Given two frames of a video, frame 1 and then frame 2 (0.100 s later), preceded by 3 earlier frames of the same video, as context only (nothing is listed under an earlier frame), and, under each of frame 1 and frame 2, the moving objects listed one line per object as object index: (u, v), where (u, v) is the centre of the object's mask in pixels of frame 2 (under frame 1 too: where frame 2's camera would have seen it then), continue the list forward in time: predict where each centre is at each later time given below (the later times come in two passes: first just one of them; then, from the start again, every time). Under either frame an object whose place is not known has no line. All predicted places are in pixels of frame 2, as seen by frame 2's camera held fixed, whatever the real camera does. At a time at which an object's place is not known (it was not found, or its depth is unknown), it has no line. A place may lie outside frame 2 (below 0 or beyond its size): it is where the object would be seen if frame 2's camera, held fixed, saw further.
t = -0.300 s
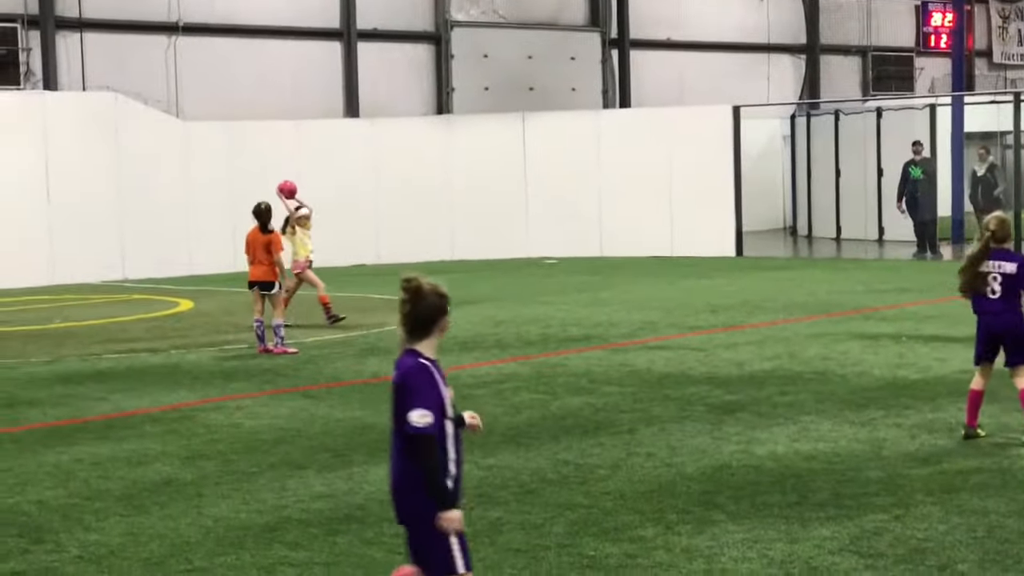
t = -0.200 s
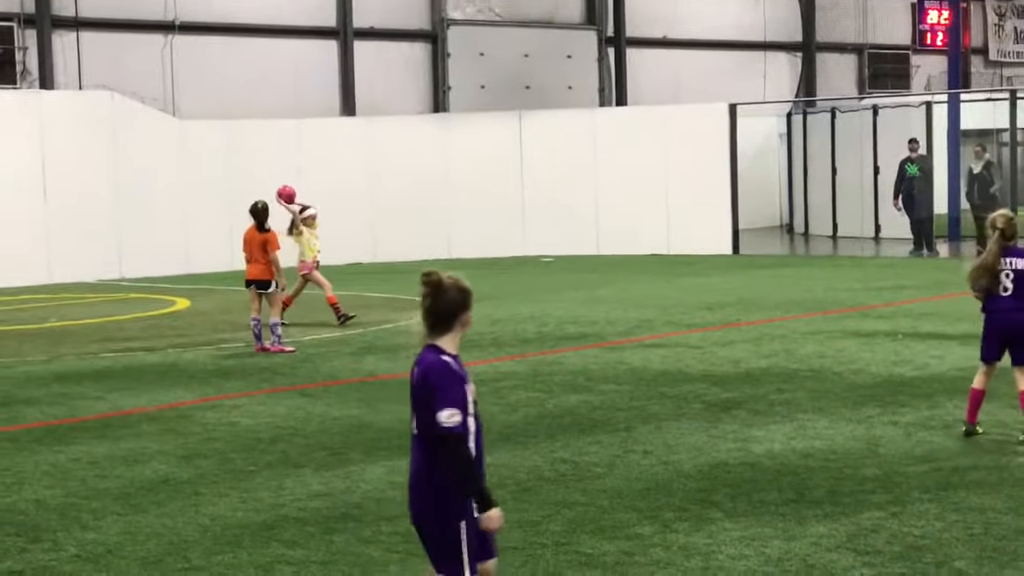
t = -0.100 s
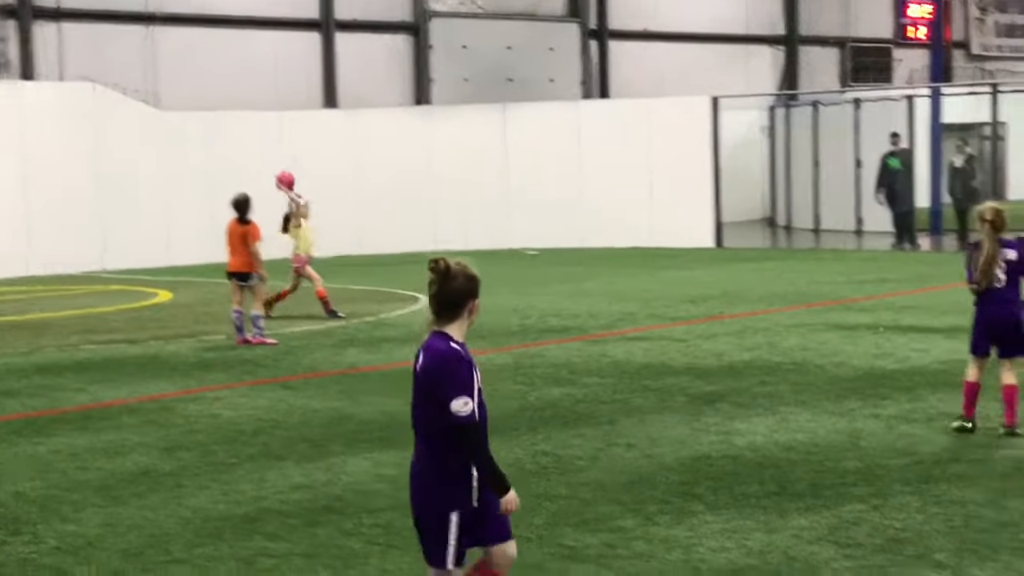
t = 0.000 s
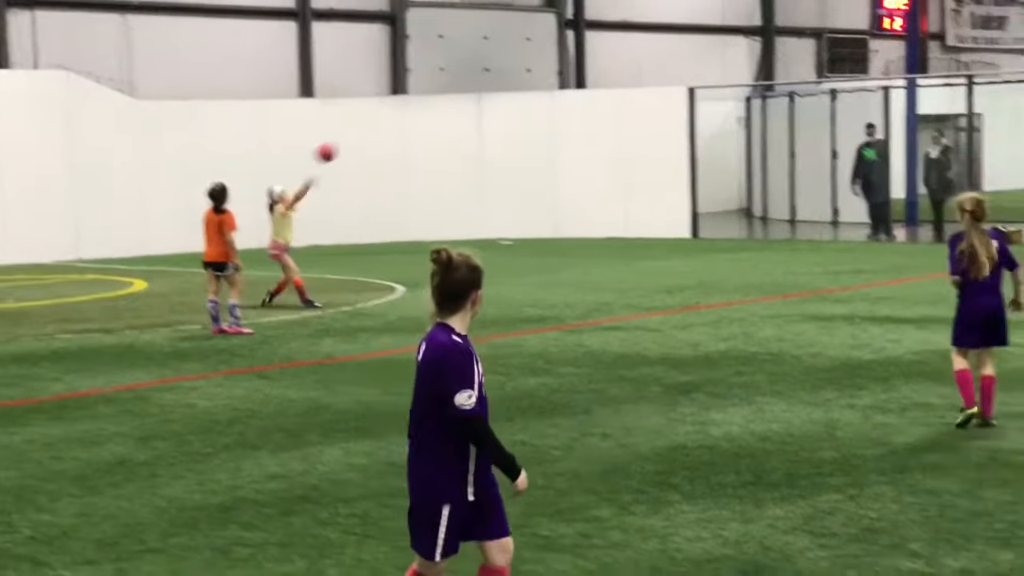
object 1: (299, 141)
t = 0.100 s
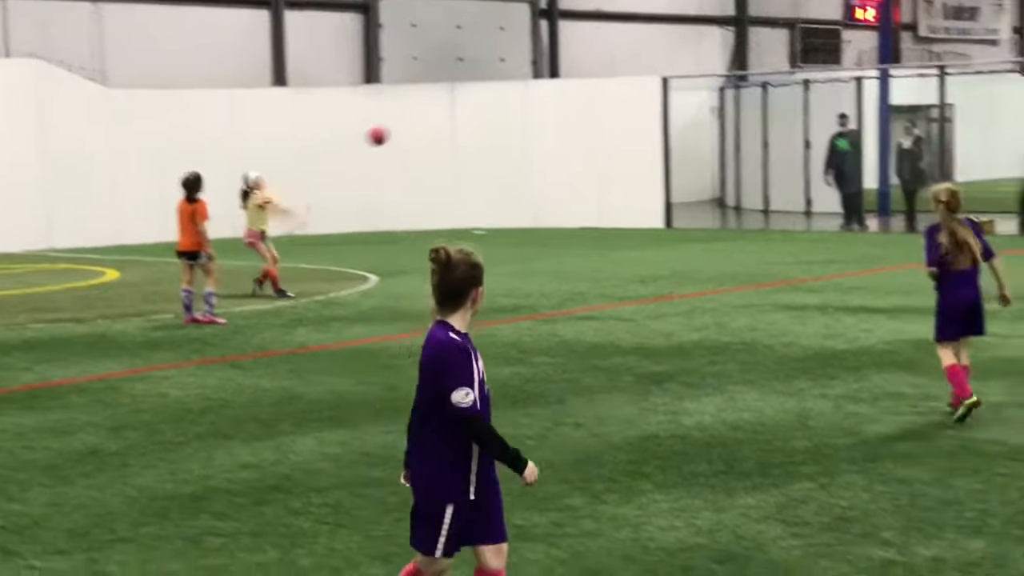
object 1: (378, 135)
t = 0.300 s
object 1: (534, 153)
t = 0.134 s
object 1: (403, 136)
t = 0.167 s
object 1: (430, 137)
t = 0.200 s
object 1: (456, 139)
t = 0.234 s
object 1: (483, 143)
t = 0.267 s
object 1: (509, 147)
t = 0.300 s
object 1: (534, 153)
